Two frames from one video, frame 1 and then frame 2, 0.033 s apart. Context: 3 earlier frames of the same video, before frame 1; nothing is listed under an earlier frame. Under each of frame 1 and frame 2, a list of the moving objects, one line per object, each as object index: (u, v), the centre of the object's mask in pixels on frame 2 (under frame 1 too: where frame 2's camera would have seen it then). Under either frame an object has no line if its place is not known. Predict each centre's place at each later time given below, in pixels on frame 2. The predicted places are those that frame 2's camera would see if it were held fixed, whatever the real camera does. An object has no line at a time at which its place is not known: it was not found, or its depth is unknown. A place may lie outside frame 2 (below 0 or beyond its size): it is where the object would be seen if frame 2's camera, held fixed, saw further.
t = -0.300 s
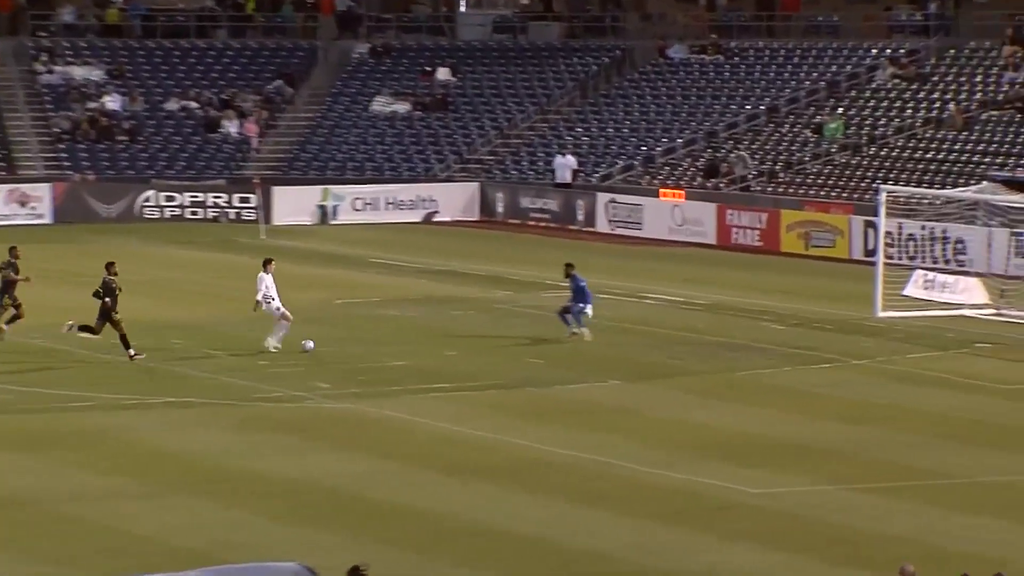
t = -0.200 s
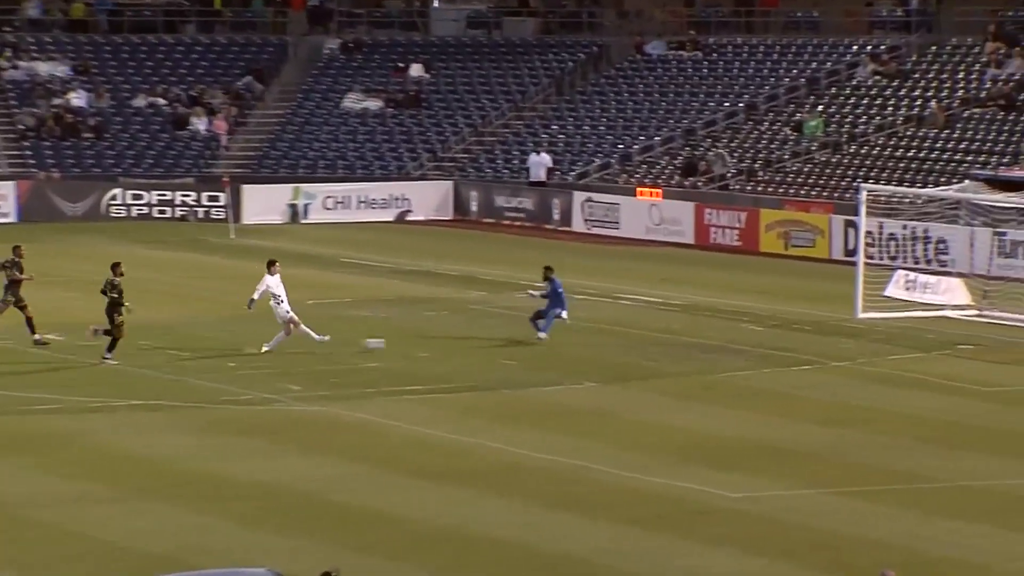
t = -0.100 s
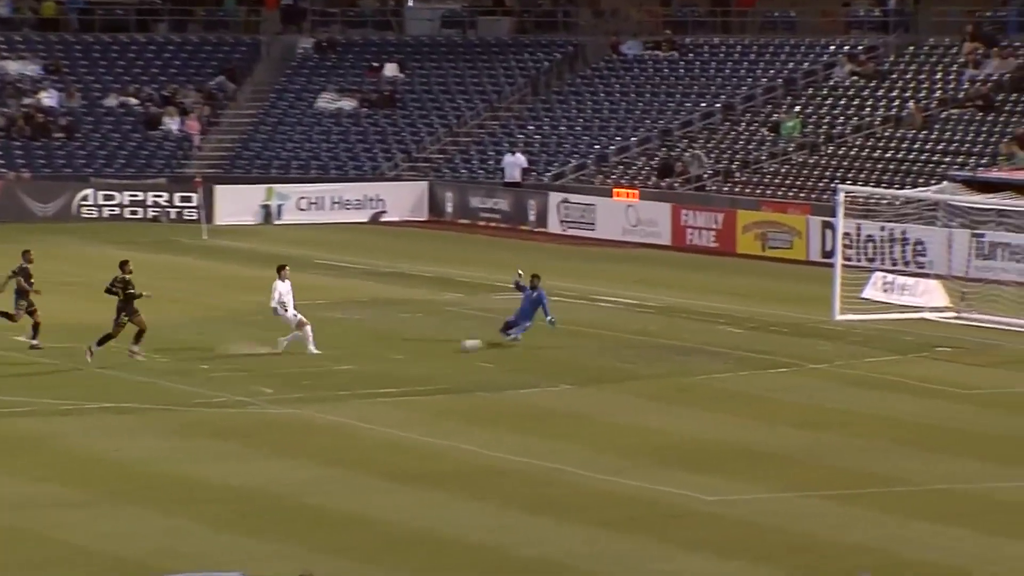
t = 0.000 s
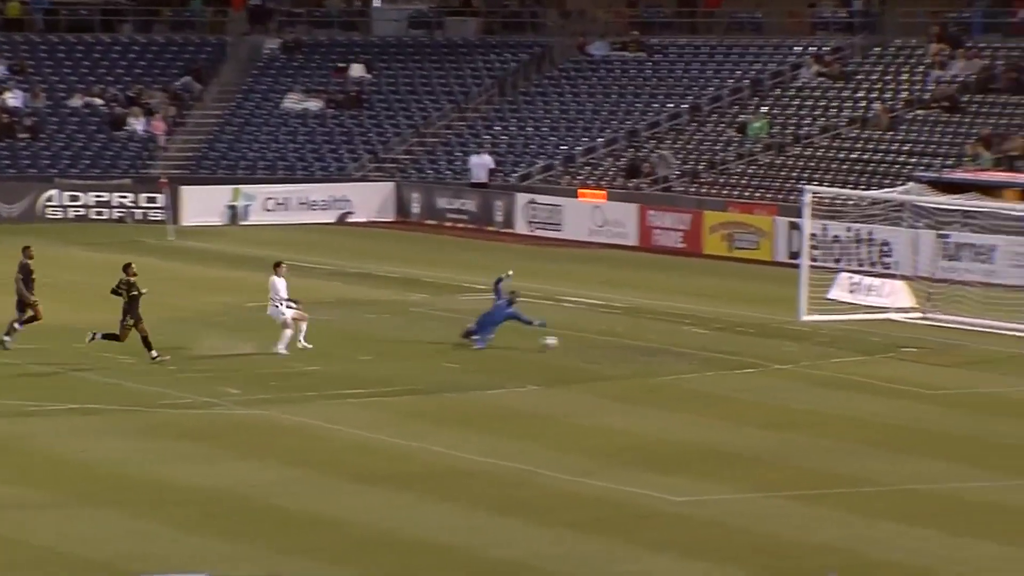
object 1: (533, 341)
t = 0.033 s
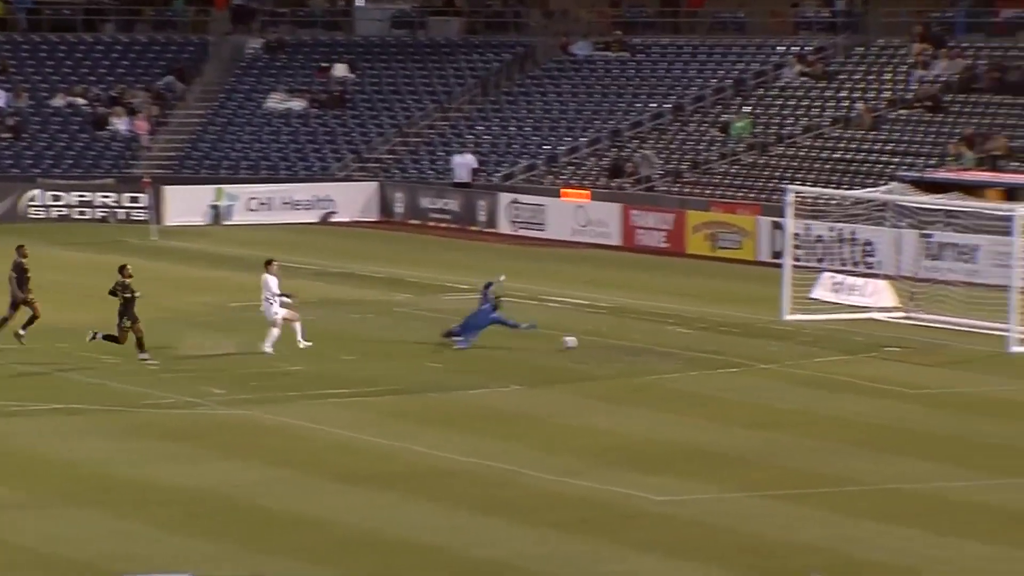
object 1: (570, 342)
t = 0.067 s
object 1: (605, 344)
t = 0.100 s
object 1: (637, 343)
